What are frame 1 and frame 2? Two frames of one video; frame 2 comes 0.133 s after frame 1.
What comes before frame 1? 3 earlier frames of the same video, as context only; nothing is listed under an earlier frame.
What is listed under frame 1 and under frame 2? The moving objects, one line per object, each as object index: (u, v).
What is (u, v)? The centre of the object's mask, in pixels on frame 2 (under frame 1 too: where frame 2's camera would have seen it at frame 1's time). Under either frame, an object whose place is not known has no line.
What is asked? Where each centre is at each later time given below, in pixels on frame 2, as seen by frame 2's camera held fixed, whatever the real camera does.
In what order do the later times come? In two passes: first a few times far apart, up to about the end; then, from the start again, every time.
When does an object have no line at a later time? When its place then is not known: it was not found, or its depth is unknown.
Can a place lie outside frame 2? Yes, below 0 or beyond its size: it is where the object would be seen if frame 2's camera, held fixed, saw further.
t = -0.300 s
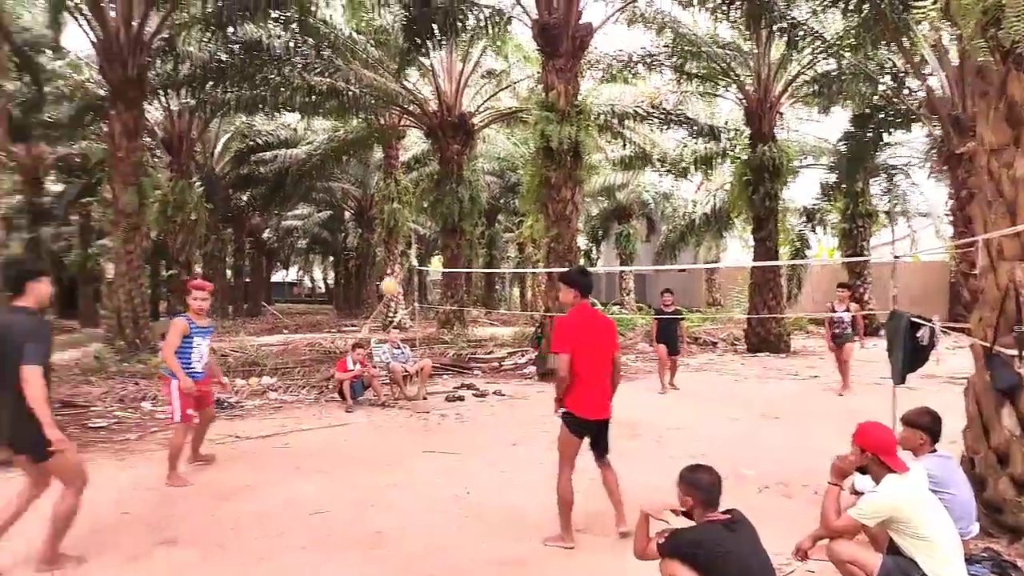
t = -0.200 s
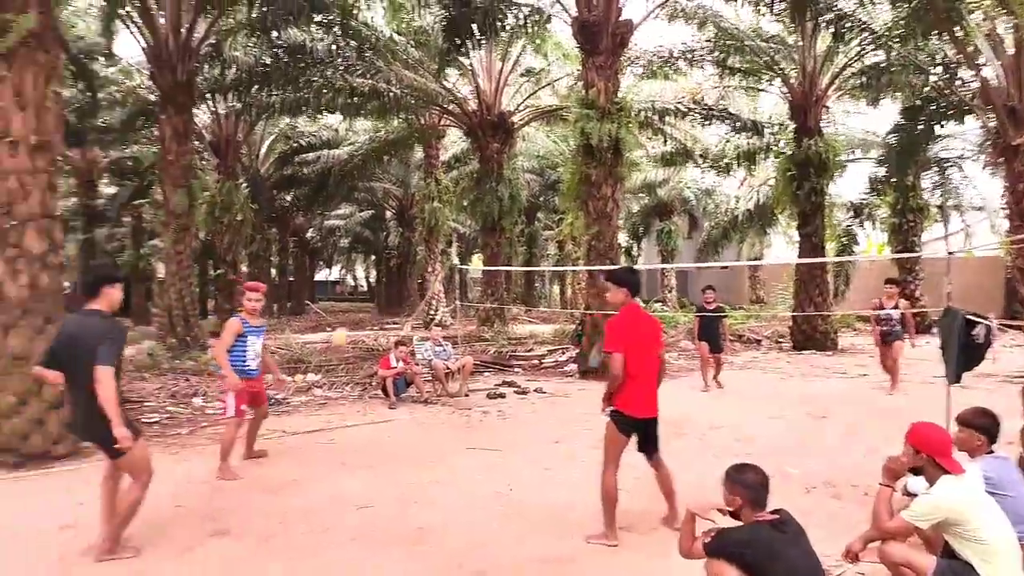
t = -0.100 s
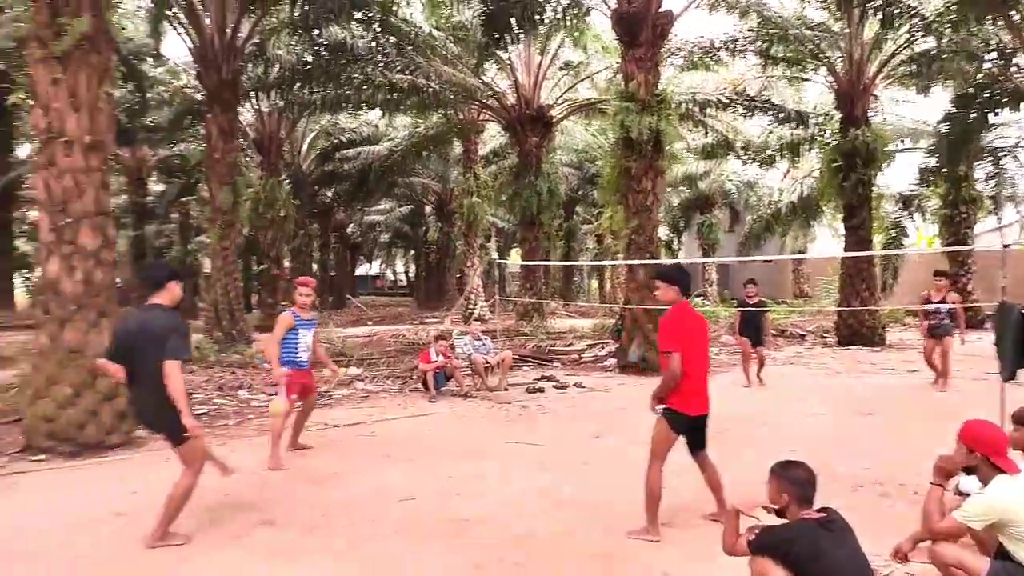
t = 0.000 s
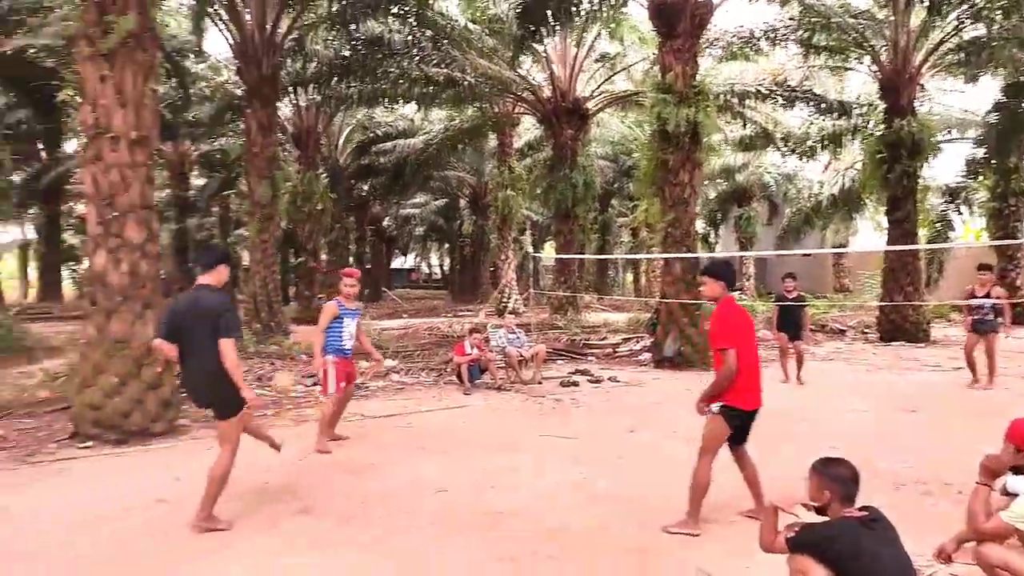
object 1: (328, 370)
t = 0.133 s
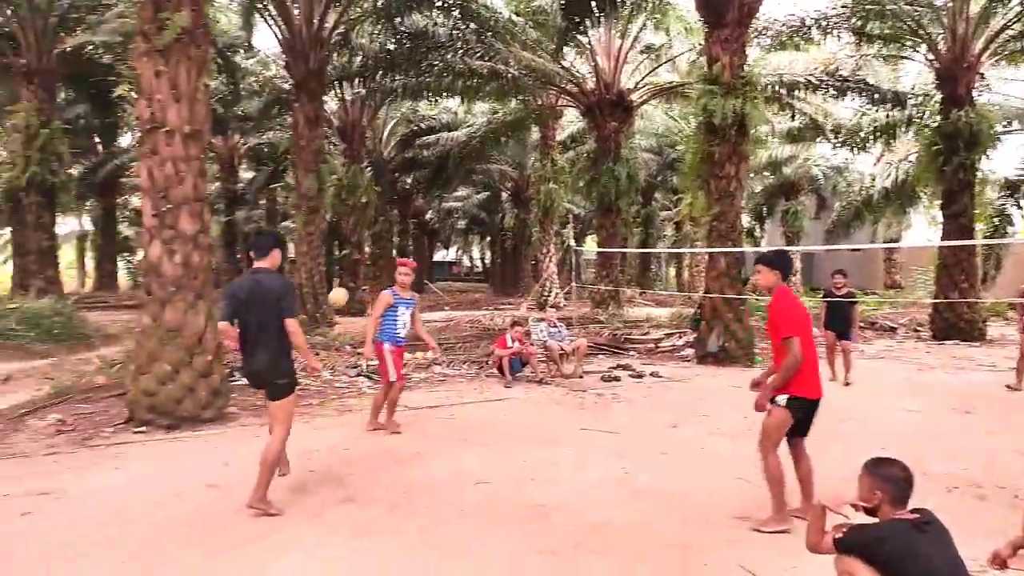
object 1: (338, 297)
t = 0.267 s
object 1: (348, 248)
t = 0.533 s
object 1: (364, 224)
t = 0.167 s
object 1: (341, 282)
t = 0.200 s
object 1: (343, 269)
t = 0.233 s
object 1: (346, 258)
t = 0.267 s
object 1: (348, 248)
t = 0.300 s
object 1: (350, 240)
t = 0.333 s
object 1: (352, 233)
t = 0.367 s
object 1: (354, 229)
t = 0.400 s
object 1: (357, 225)
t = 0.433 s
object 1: (358, 223)
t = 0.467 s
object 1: (360, 222)
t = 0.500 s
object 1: (362, 223)
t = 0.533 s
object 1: (364, 224)
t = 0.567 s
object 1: (365, 228)
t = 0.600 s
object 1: (367, 232)
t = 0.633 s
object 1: (368, 237)
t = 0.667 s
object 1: (370, 244)
